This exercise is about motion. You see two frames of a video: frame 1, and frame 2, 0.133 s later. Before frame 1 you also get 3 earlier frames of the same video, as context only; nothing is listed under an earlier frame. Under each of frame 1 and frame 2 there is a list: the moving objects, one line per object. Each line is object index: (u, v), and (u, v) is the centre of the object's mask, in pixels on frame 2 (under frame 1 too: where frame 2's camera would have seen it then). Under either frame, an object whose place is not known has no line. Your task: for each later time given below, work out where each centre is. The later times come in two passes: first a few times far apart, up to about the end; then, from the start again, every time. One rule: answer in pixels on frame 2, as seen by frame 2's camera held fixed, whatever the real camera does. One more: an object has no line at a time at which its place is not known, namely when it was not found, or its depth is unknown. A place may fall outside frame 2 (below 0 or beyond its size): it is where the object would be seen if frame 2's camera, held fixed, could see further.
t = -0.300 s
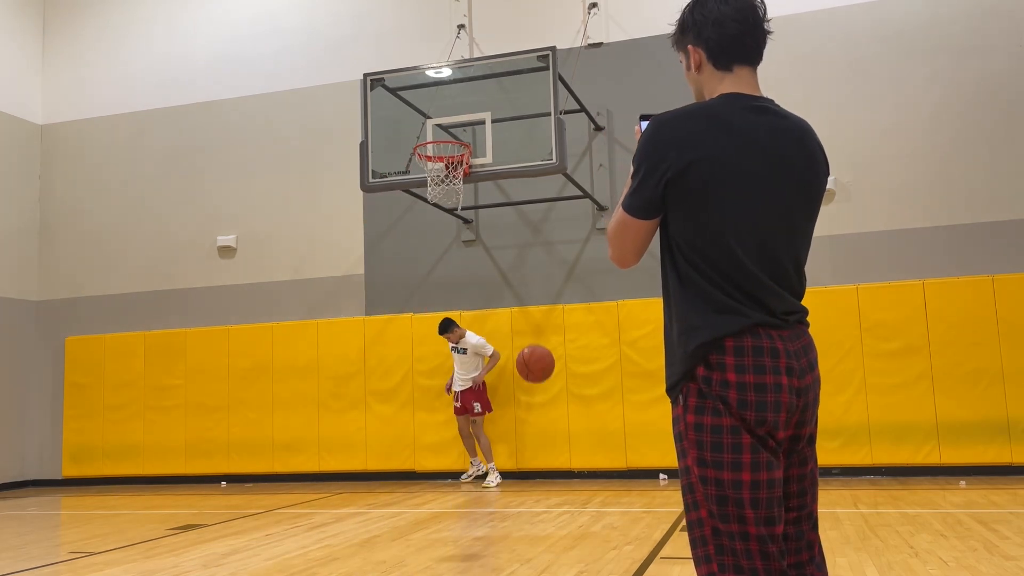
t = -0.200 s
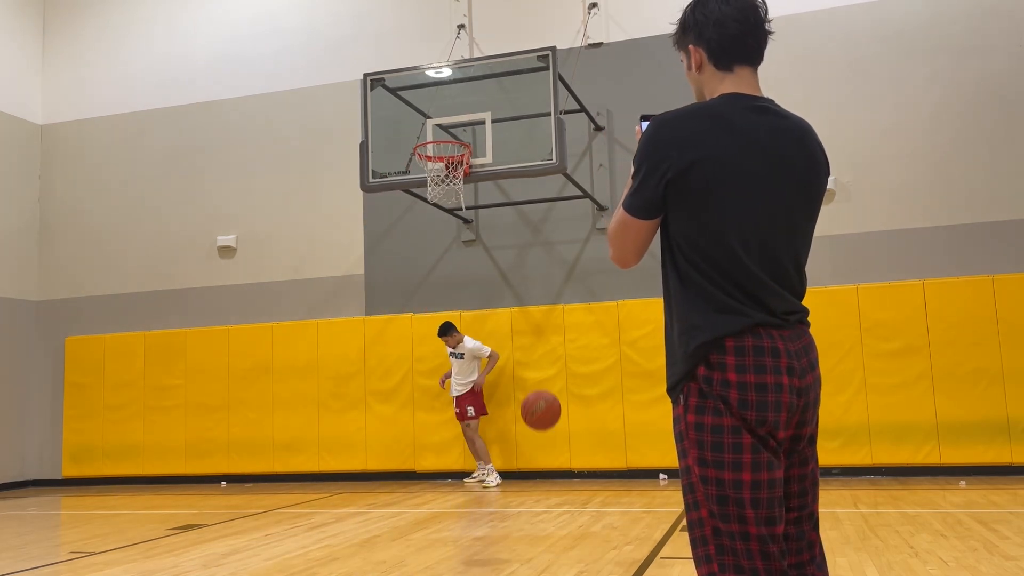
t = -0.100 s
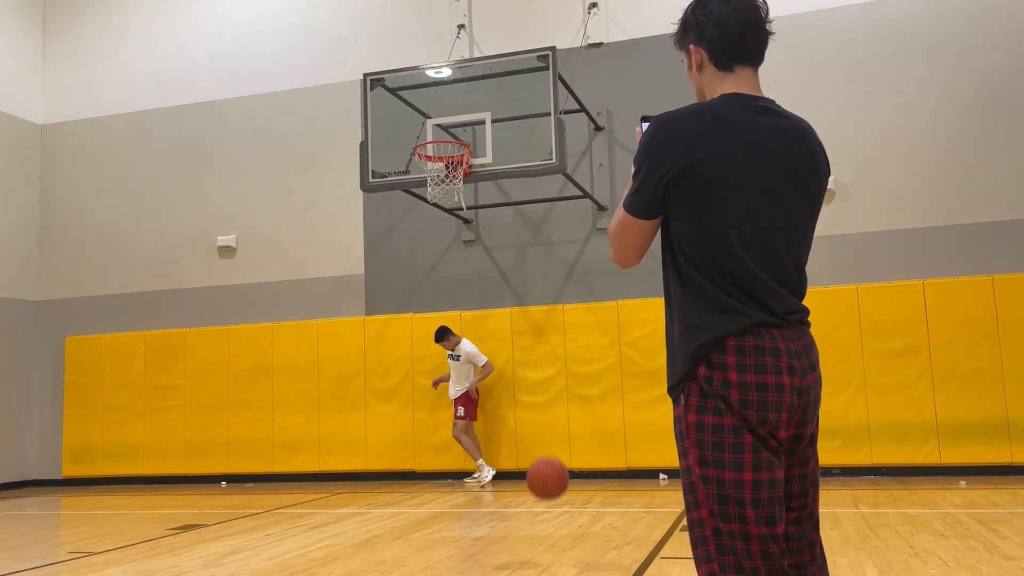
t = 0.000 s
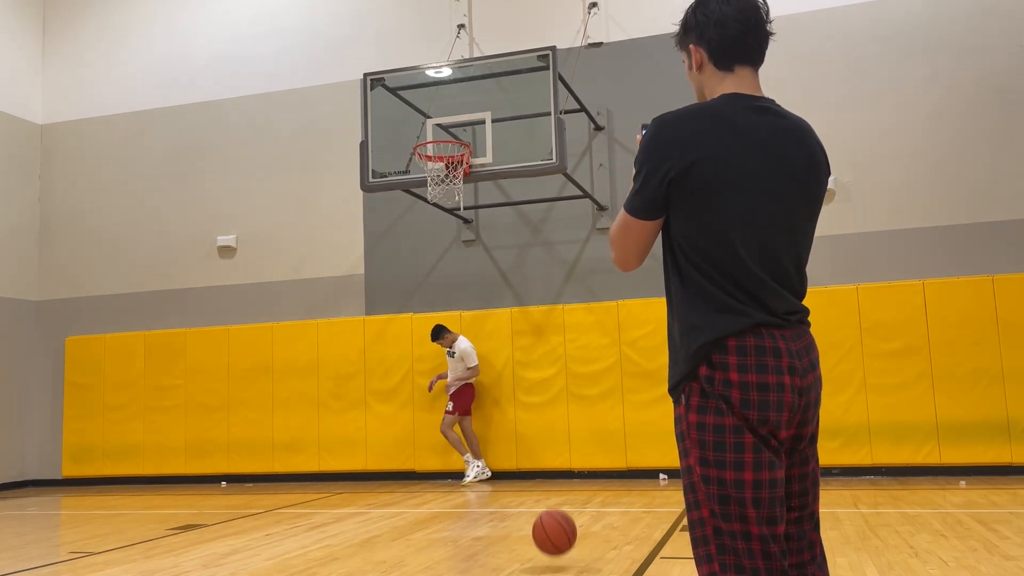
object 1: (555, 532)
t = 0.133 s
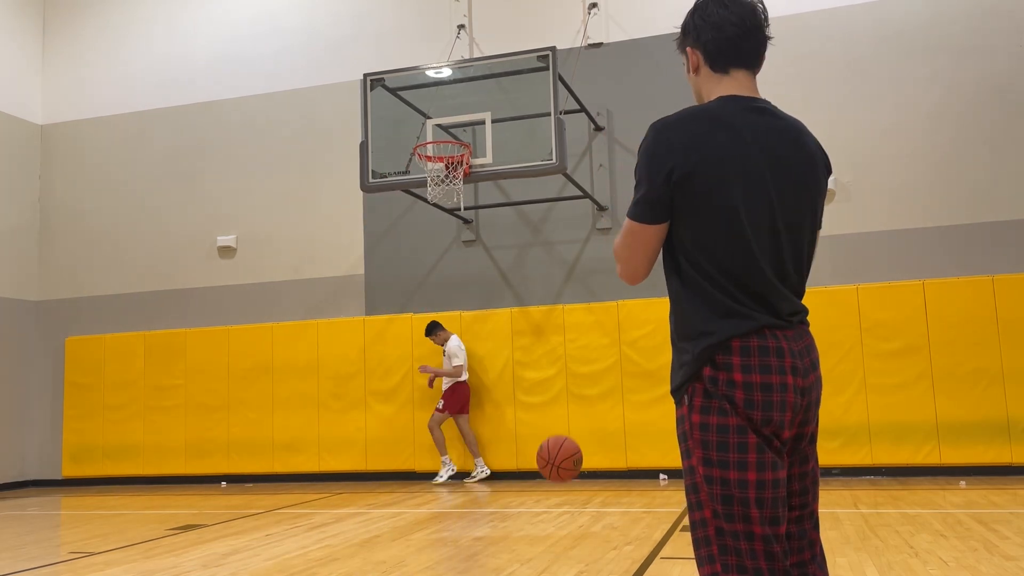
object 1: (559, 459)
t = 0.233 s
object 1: (565, 423)
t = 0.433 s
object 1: (579, 407)
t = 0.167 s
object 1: (561, 445)
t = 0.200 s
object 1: (563, 432)
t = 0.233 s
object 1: (565, 423)
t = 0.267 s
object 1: (566, 415)
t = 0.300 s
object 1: (569, 409)
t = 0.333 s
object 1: (571, 405)
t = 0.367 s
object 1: (574, 403)
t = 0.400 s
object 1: (576, 404)
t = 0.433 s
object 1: (579, 407)
